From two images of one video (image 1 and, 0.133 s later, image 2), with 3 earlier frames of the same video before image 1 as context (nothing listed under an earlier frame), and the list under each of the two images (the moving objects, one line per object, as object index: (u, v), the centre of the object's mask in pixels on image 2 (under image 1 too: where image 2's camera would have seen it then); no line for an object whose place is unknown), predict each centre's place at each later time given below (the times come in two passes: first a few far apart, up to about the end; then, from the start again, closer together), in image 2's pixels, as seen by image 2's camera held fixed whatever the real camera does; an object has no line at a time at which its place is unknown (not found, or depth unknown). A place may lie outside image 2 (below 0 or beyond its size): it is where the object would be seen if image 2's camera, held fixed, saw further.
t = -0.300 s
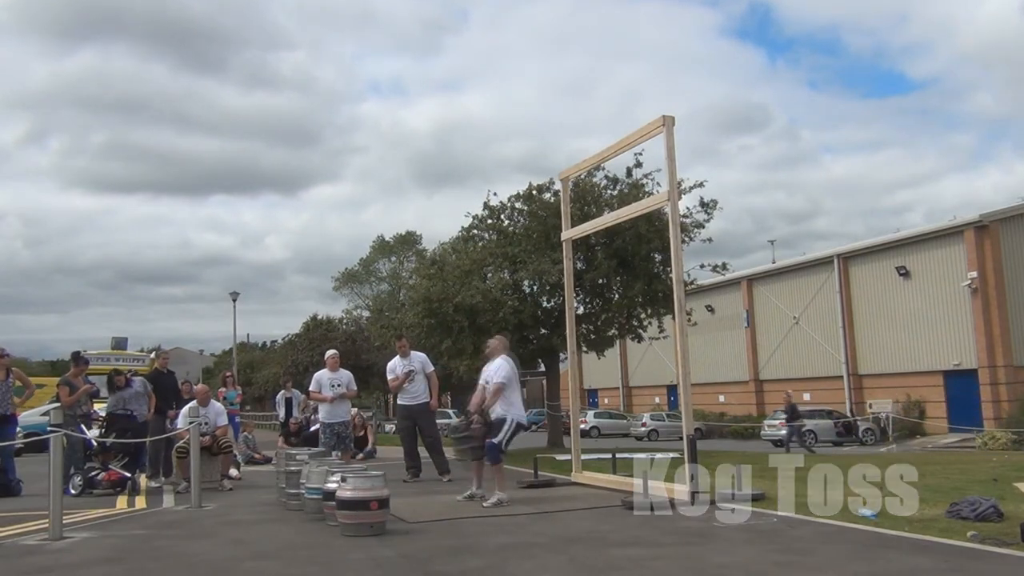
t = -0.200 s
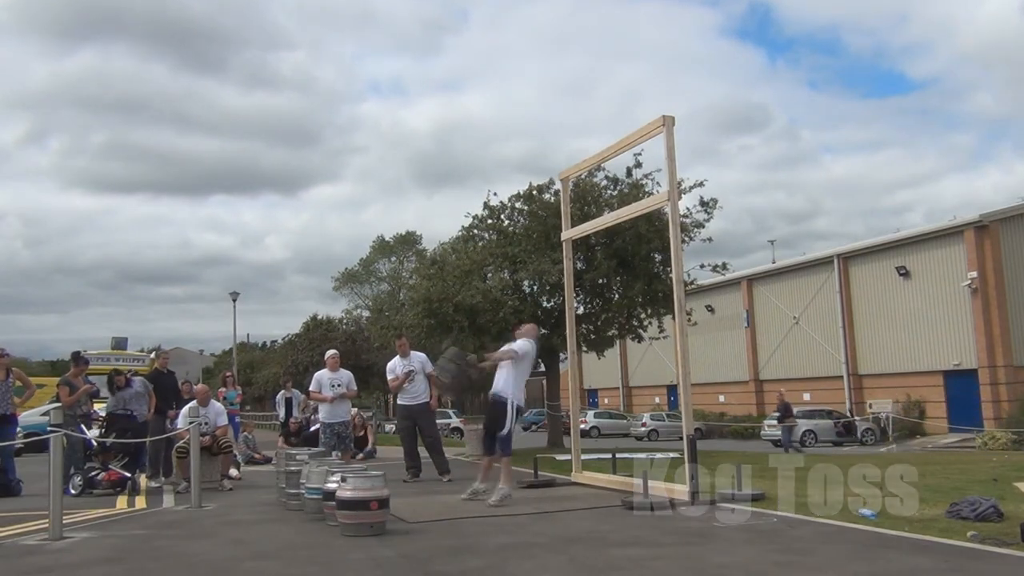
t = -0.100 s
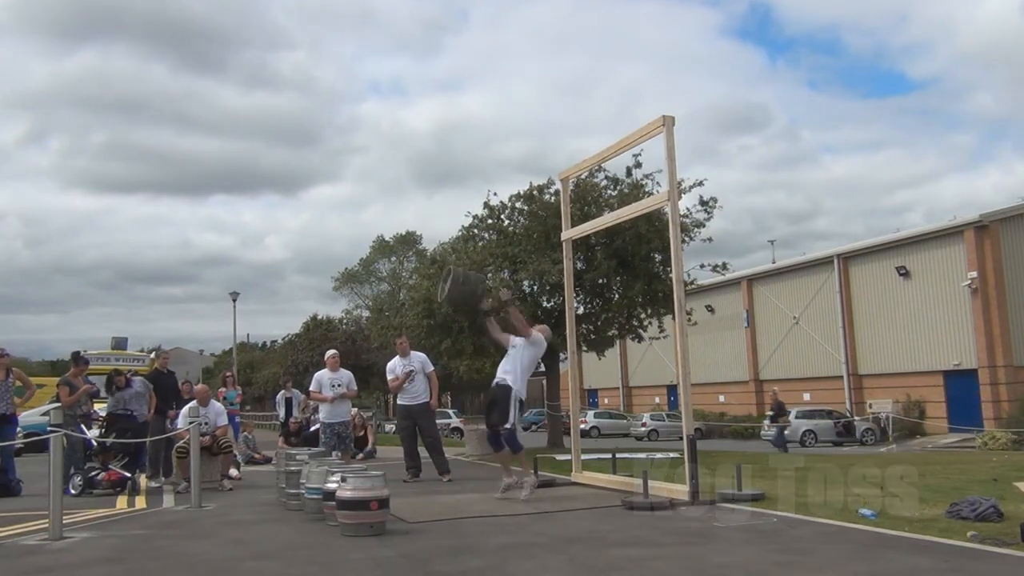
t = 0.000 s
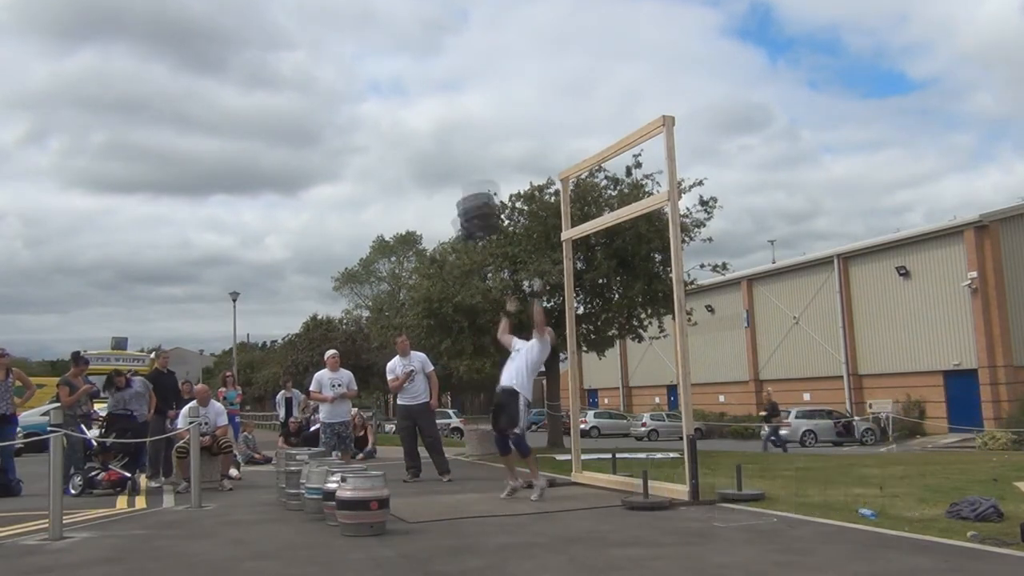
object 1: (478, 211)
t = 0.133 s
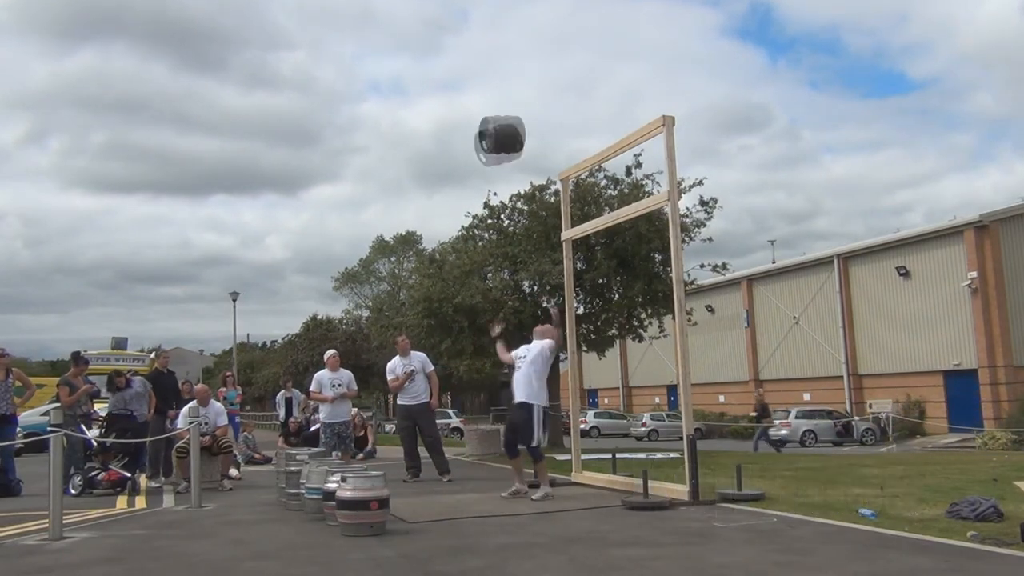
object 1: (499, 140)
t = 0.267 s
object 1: (522, 78)
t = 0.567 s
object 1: (570, 16)
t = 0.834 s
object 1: (613, 17)
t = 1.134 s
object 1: (662, 85)
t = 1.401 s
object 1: (712, 209)
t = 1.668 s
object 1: (760, 381)
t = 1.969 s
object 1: (817, 446)
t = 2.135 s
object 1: (847, 450)
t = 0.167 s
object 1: (506, 120)
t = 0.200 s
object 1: (511, 107)
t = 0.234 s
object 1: (516, 93)
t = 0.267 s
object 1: (522, 78)
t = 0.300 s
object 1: (527, 68)
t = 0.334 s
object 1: (532, 58)
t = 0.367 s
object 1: (538, 47)
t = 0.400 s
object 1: (542, 39)
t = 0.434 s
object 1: (548, 32)
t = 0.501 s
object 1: (558, 20)
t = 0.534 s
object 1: (564, 17)
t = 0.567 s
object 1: (570, 16)
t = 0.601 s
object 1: (575, 14)
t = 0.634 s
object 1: (579, 13)
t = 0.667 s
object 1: (586, 12)
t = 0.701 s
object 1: (591, 11)
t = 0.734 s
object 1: (596, 12)
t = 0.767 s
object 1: (603, 13)
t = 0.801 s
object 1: (608, 15)
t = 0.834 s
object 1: (613, 17)
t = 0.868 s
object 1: (619, 20)
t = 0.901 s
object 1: (624, 24)
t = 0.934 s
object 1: (629, 30)
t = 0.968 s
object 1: (636, 38)
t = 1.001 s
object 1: (640, 45)
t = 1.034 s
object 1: (645, 53)
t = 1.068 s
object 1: (653, 66)
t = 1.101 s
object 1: (658, 75)
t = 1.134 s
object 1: (662, 85)
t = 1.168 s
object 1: (670, 97)
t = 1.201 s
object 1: (677, 108)
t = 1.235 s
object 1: (685, 122)
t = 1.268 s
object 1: (691, 142)
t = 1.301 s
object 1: (694, 154)
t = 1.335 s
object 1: (698, 170)
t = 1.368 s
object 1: (705, 191)
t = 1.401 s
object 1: (712, 209)
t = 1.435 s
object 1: (717, 227)
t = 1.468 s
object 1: (723, 248)
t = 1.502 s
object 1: (727, 261)
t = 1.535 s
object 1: (737, 288)
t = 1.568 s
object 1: (742, 314)
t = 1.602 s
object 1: (748, 336)
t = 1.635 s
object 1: (755, 360)
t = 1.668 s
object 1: (760, 381)
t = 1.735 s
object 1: (774, 445)
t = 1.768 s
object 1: (782, 460)
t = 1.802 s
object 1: (788, 460)
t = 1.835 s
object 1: (795, 458)
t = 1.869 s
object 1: (801, 455)
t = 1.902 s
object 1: (806, 451)
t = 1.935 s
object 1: (812, 448)
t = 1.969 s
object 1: (817, 446)
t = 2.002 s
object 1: (823, 444)
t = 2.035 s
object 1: (829, 444)
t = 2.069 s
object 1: (836, 446)
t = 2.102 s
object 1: (841, 447)
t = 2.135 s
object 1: (847, 450)
